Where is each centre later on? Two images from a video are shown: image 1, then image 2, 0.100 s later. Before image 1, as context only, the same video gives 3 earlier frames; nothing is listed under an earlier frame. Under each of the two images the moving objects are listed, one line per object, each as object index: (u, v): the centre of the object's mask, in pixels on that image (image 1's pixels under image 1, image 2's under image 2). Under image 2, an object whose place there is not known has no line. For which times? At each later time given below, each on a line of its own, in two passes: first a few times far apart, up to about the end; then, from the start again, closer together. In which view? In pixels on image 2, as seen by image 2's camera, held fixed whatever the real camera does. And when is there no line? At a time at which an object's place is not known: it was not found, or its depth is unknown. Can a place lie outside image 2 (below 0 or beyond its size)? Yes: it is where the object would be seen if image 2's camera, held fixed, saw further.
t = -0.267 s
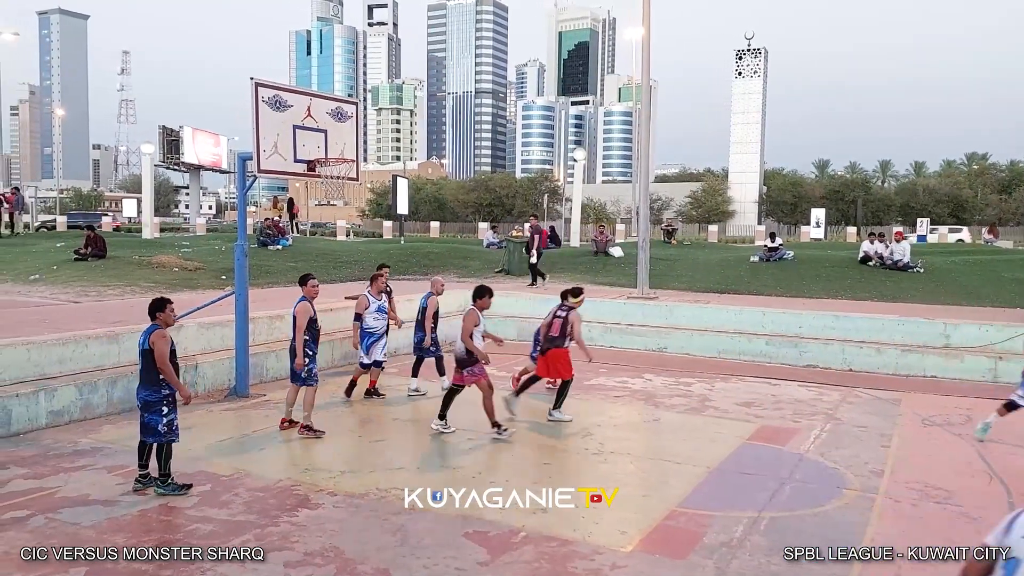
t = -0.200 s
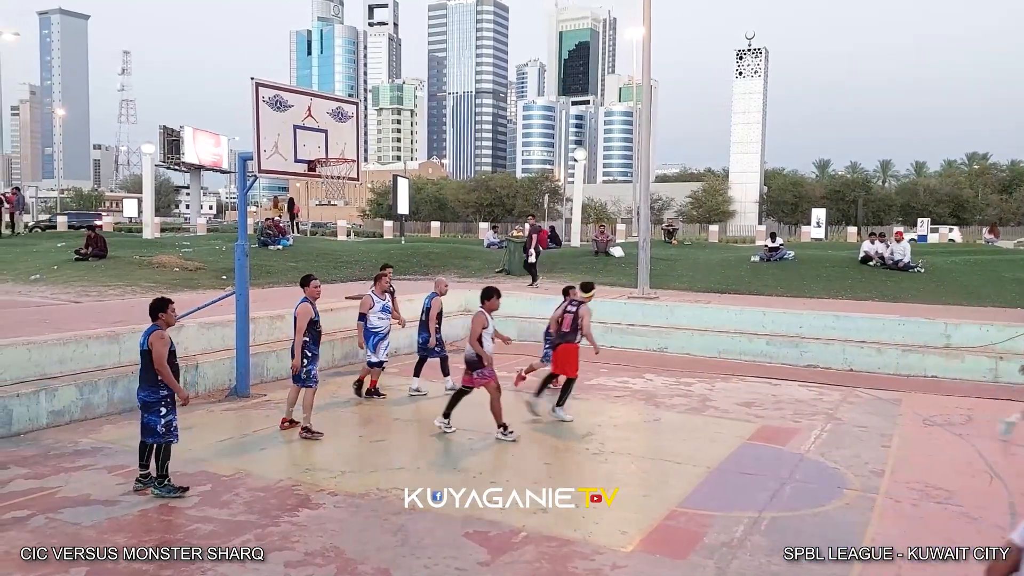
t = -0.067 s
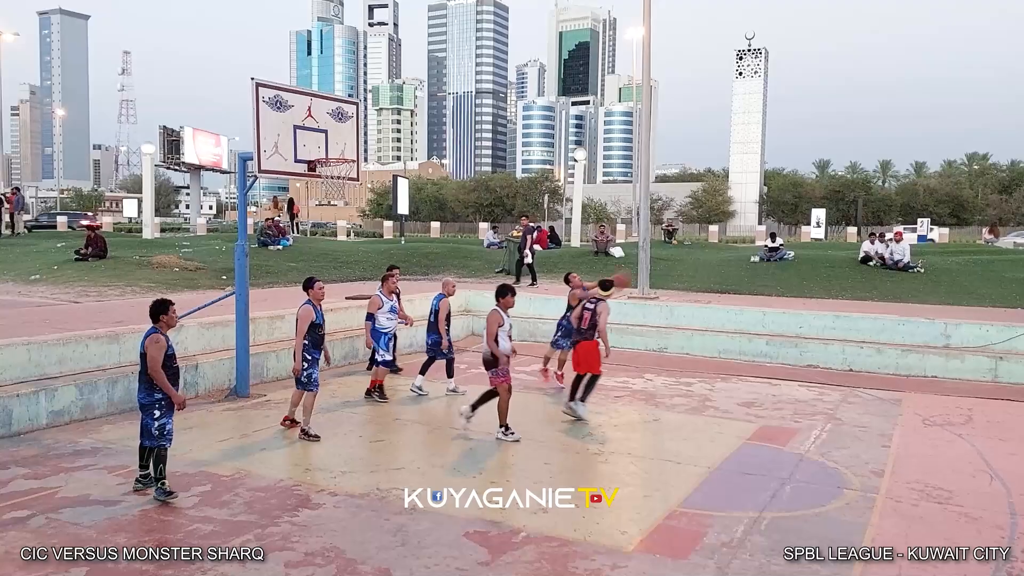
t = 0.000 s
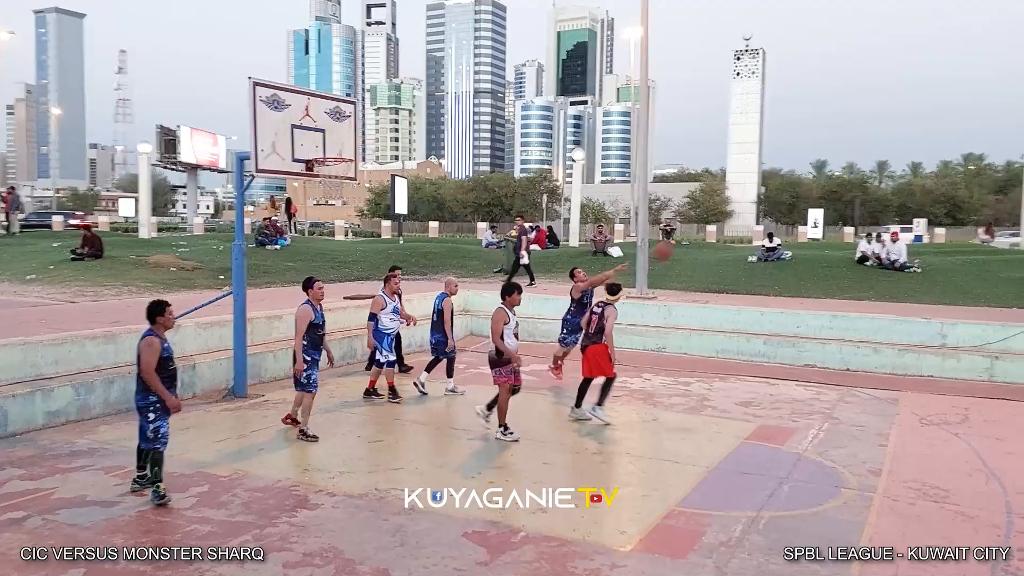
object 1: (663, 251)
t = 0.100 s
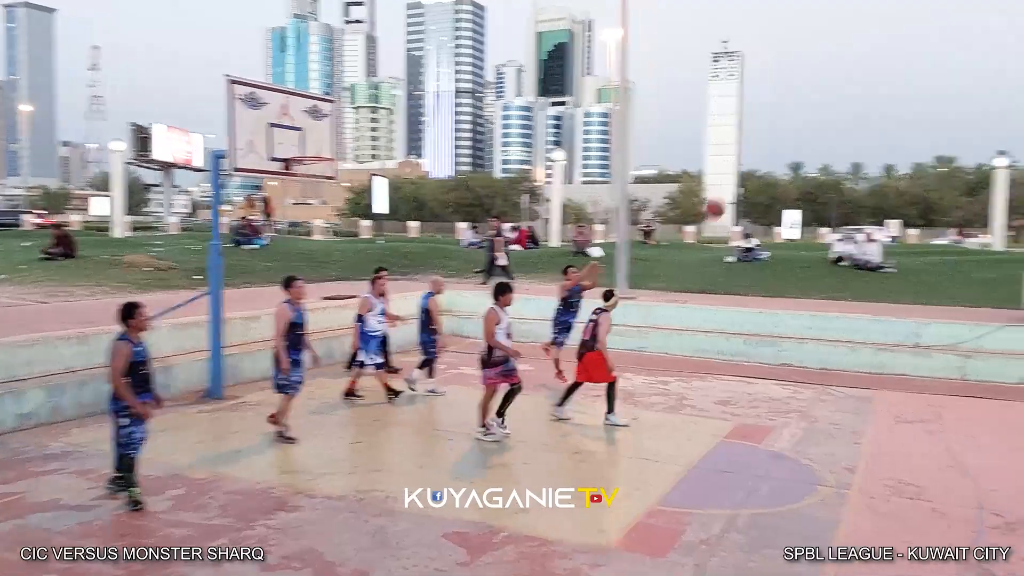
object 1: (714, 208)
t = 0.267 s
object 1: (856, 143)
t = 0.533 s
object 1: (1161, 60)
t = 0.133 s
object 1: (740, 197)
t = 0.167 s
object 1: (768, 182)
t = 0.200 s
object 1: (796, 168)
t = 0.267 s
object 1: (856, 143)
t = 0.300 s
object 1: (887, 131)
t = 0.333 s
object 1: (921, 119)
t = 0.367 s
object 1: (956, 108)
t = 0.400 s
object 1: (993, 97)
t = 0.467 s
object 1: (1072, 78)
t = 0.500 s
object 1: (1115, 69)
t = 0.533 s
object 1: (1161, 60)
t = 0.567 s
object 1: (1209, 53)
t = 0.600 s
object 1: (1260, 46)
